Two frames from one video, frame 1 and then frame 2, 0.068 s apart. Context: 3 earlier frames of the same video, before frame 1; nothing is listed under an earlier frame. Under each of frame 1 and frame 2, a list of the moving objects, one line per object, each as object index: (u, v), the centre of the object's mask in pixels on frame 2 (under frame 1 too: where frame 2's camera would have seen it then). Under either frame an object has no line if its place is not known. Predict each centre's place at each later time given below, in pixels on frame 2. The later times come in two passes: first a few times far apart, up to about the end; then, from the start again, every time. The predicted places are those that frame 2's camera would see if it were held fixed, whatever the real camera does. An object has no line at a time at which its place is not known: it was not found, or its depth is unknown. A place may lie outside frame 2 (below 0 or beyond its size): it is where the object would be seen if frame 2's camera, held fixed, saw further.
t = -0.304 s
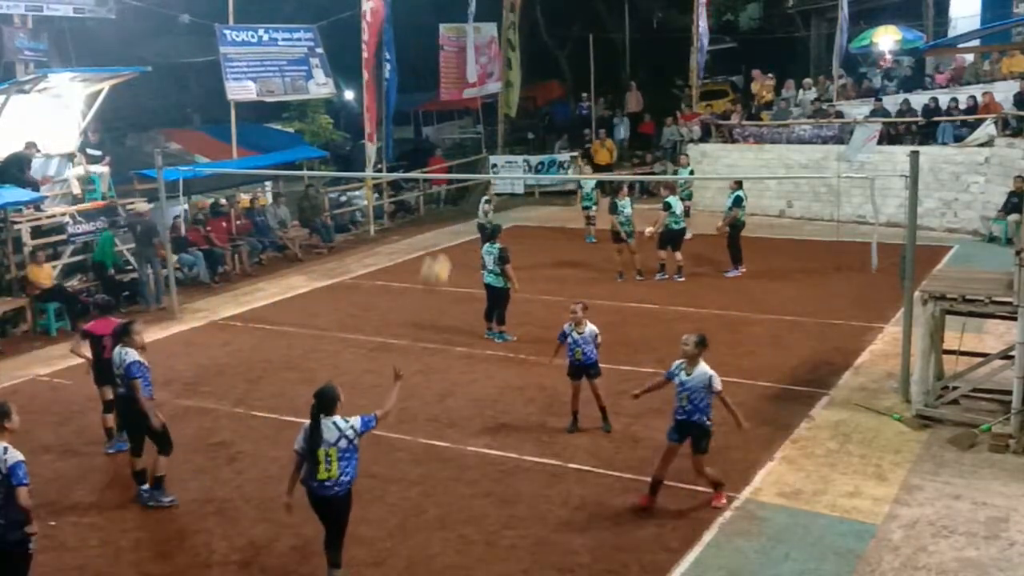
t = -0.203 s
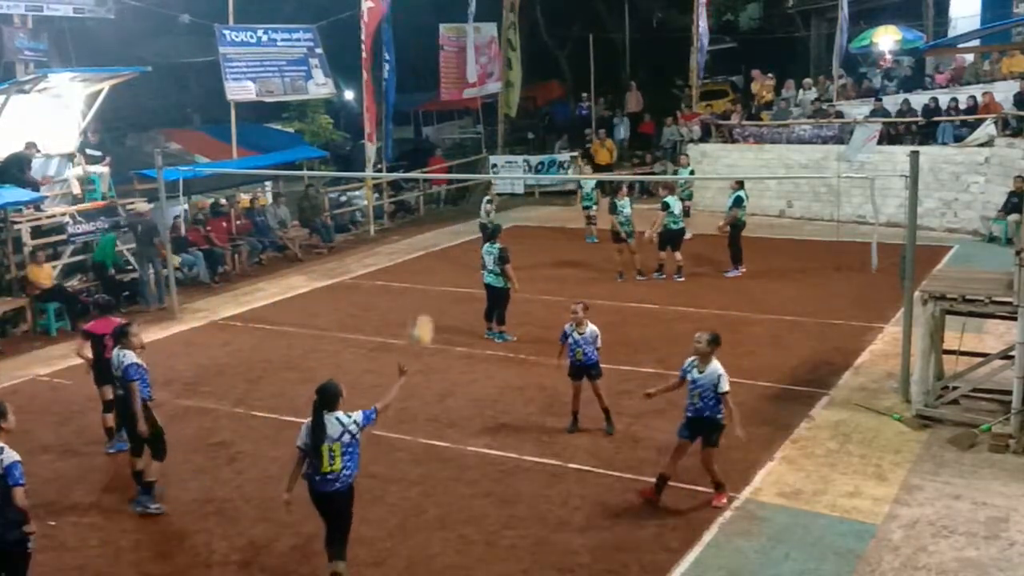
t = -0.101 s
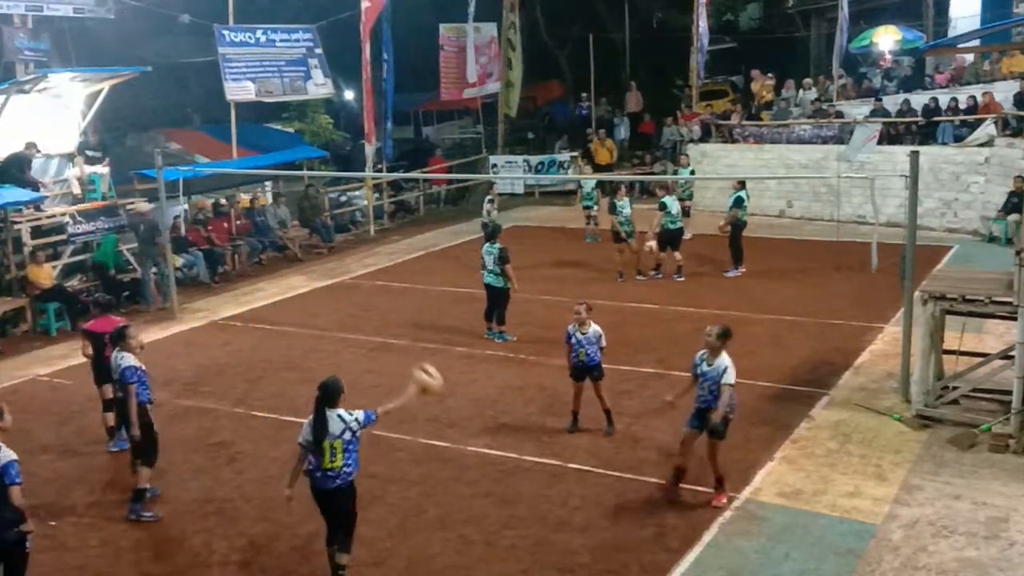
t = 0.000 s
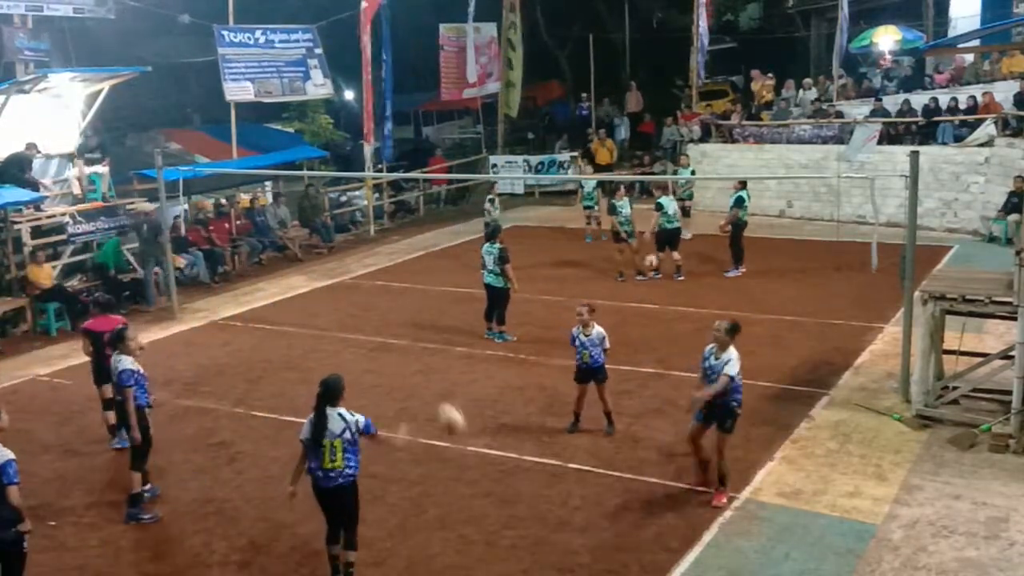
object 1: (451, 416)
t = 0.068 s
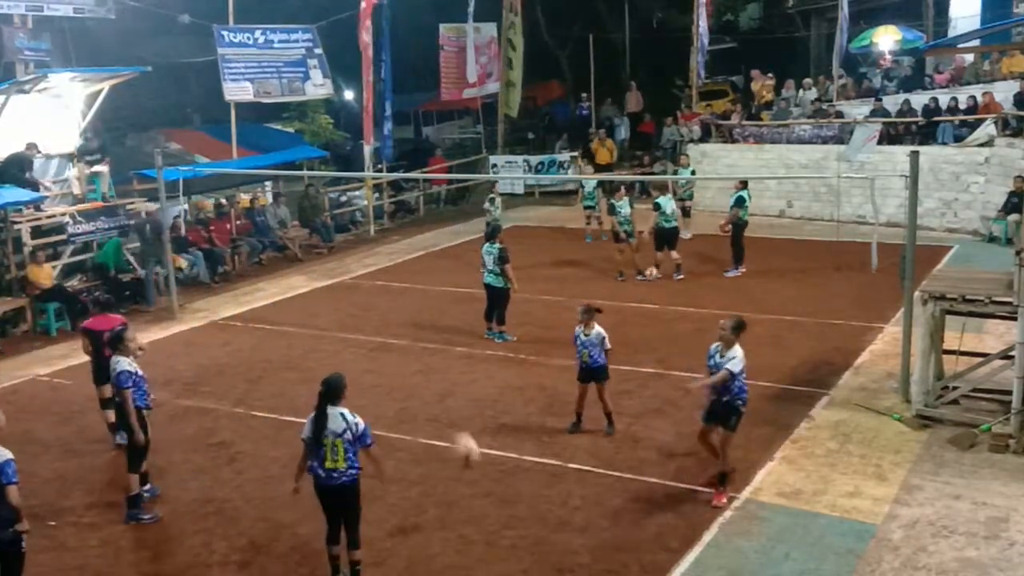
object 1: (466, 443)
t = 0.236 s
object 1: (490, 449)
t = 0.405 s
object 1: (505, 382)
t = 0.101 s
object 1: (472, 463)
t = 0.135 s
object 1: (479, 481)
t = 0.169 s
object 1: (484, 488)
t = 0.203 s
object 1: (488, 466)
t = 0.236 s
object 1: (490, 449)
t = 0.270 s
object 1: (493, 433)
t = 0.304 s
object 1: (496, 418)
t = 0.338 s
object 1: (499, 404)
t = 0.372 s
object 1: (503, 390)
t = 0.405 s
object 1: (505, 382)
